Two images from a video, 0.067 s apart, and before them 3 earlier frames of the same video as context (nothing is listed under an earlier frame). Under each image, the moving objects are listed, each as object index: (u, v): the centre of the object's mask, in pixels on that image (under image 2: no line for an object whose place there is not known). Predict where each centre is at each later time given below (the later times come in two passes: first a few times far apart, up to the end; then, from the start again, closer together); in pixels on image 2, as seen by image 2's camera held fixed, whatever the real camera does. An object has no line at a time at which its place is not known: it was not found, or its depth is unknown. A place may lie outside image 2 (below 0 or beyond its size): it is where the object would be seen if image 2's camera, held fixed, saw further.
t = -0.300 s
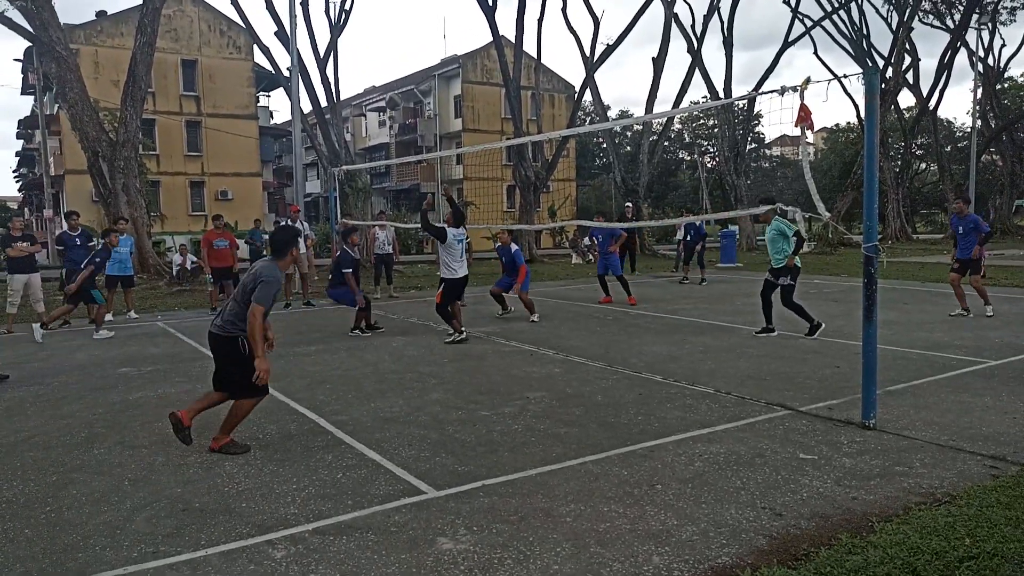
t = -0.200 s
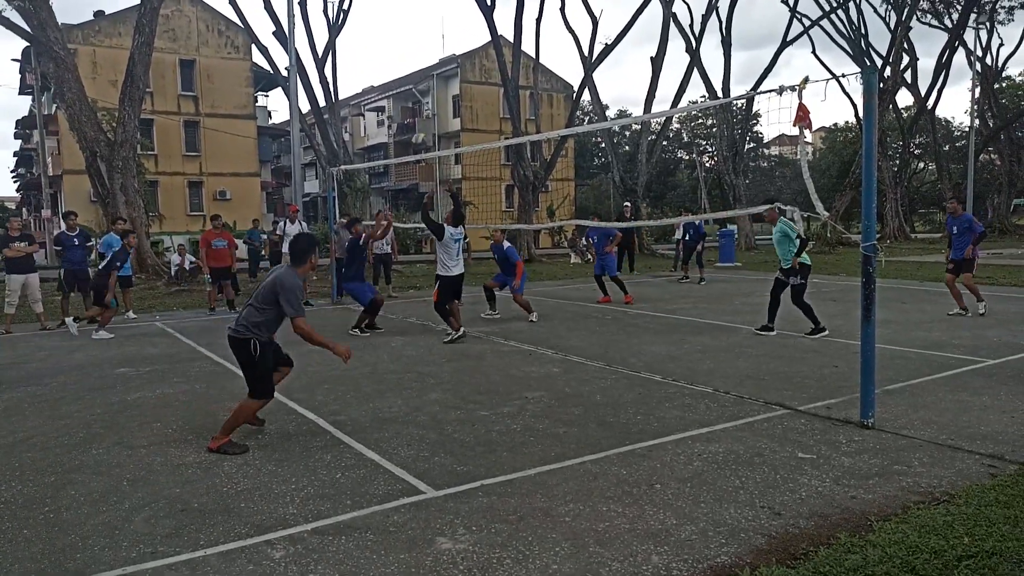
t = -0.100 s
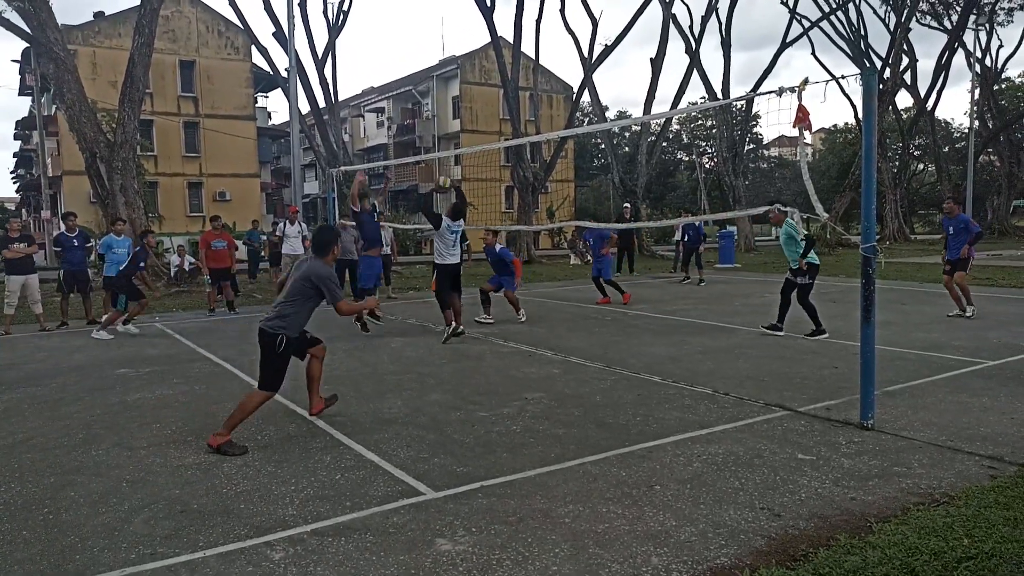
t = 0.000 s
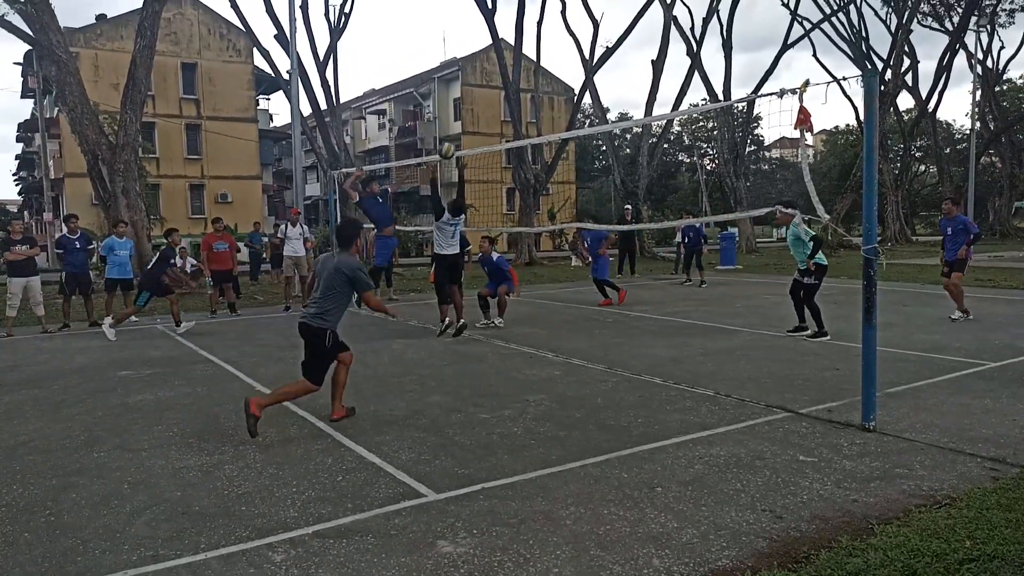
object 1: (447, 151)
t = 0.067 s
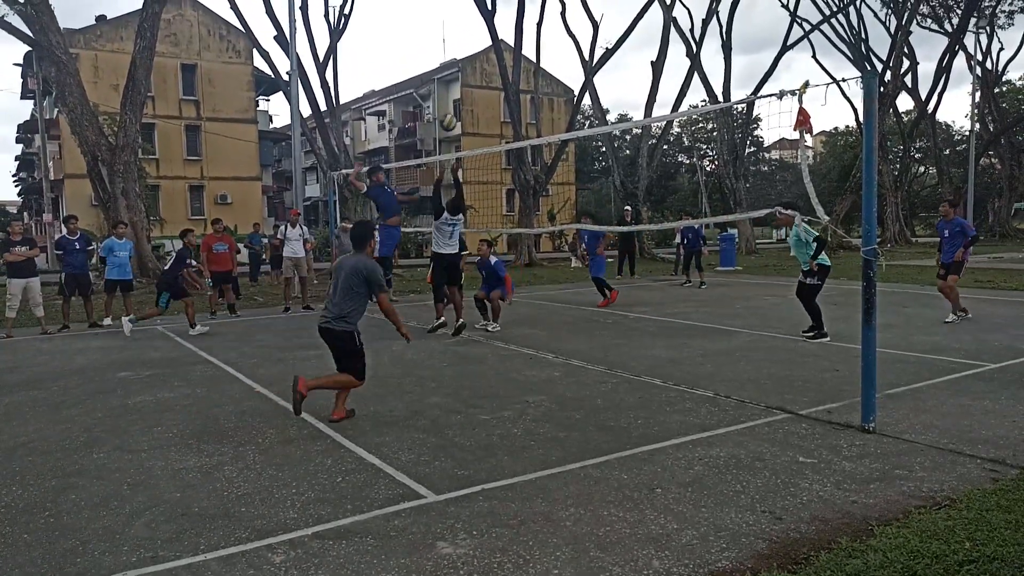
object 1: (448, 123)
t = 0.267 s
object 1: (454, 52)
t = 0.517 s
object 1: (465, 12)
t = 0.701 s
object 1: (475, 20)
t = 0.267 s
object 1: (454, 52)
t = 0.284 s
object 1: (455, 48)
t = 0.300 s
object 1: (455, 44)
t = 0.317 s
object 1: (456, 40)
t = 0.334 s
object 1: (457, 36)
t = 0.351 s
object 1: (457, 33)
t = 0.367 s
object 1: (458, 30)
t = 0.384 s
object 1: (459, 27)
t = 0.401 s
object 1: (460, 24)
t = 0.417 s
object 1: (460, 22)
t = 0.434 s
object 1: (461, 19)
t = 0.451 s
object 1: (462, 17)
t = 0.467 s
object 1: (463, 16)
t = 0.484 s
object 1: (464, 14)
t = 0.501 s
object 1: (464, 13)
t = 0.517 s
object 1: (465, 12)
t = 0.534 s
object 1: (466, 11)
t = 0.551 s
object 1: (467, 11)
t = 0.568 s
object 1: (468, 11)
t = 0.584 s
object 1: (469, 11)
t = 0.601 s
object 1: (470, 12)
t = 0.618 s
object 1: (470, 12)
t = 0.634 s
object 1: (471, 13)
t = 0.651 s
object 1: (472, 15)
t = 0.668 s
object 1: (473, 16)
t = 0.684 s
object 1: (474, 18)
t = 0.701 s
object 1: (475, 20)
